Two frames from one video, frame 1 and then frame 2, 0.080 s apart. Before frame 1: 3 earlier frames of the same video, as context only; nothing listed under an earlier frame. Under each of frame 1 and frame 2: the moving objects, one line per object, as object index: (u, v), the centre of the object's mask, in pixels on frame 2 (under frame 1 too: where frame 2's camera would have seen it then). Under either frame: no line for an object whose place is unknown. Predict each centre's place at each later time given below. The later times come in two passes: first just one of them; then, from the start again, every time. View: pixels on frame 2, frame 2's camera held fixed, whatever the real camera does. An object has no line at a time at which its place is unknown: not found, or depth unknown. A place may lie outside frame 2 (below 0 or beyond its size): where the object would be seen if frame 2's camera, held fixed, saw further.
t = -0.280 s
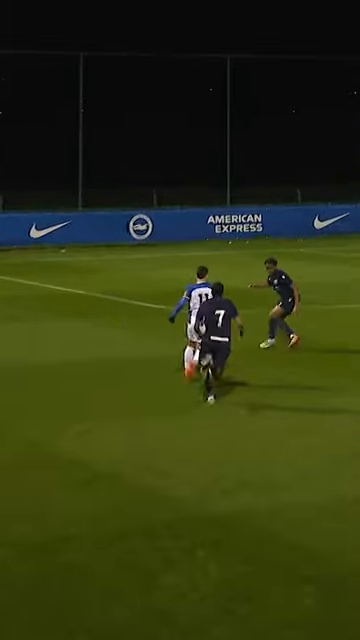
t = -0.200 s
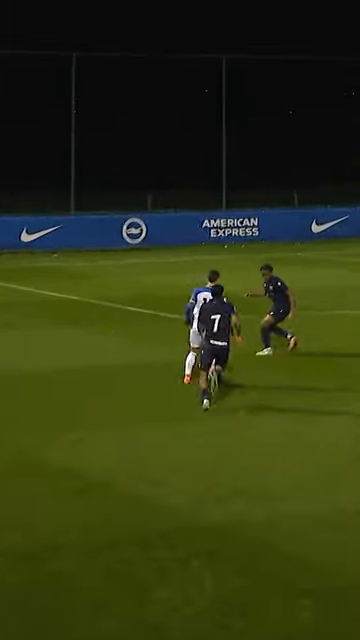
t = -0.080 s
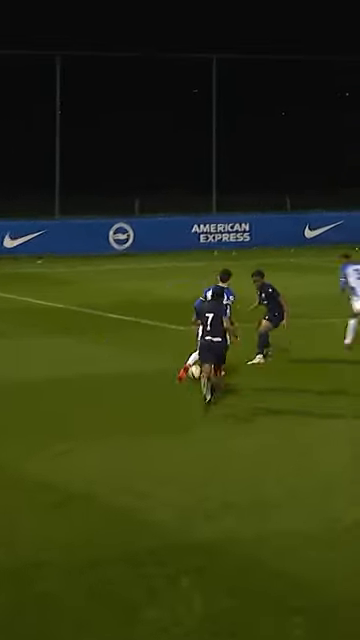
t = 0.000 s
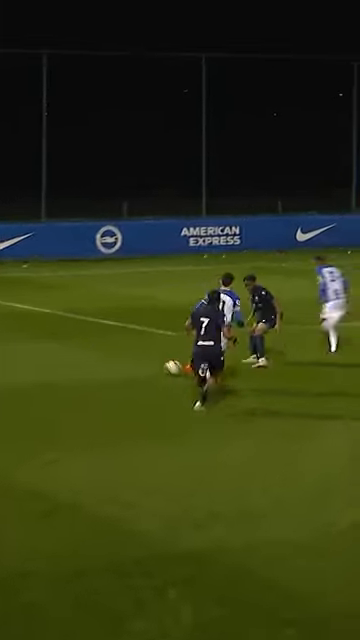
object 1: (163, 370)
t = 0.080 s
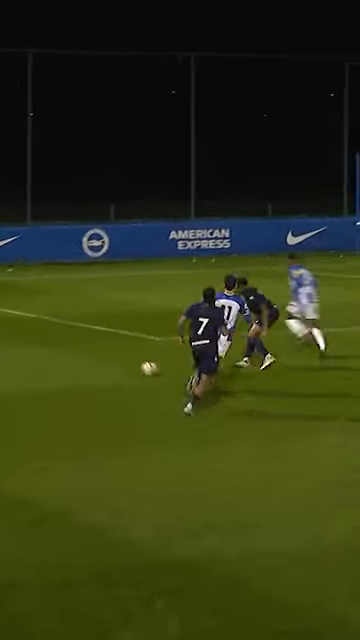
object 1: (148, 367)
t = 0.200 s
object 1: (129, 358)
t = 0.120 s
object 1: (142, 363)
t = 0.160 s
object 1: (136, 361)
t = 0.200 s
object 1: (129, 358)
